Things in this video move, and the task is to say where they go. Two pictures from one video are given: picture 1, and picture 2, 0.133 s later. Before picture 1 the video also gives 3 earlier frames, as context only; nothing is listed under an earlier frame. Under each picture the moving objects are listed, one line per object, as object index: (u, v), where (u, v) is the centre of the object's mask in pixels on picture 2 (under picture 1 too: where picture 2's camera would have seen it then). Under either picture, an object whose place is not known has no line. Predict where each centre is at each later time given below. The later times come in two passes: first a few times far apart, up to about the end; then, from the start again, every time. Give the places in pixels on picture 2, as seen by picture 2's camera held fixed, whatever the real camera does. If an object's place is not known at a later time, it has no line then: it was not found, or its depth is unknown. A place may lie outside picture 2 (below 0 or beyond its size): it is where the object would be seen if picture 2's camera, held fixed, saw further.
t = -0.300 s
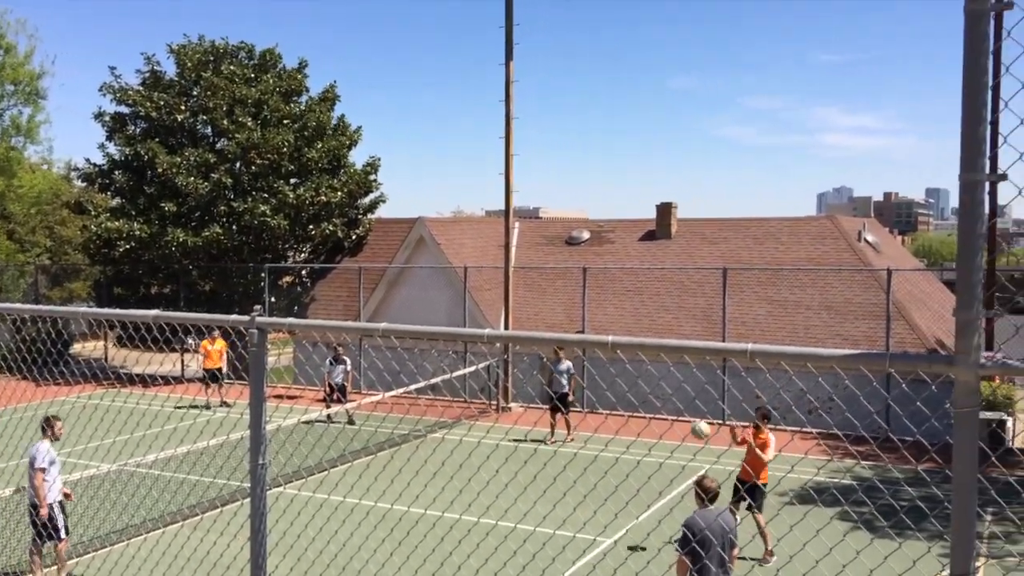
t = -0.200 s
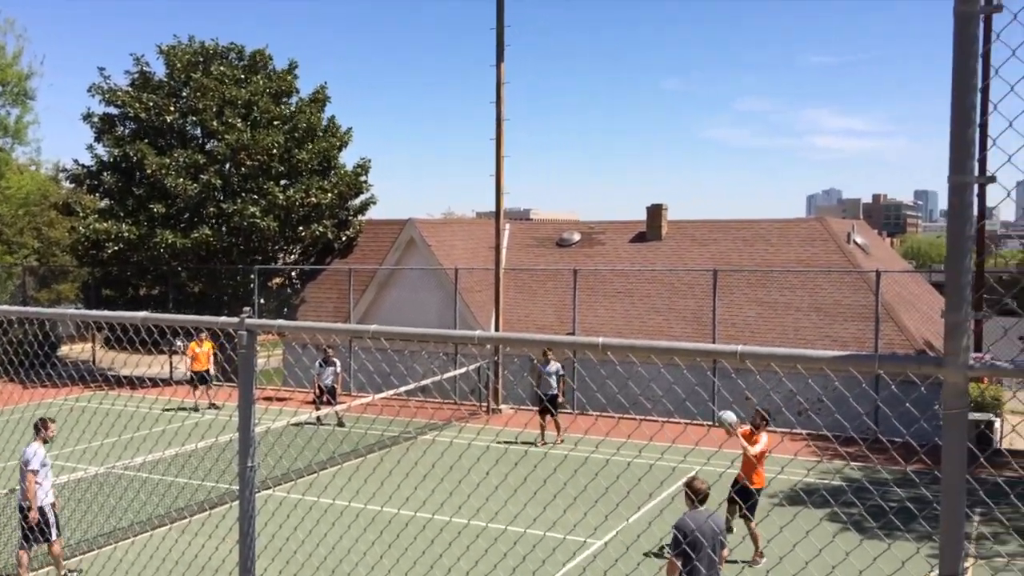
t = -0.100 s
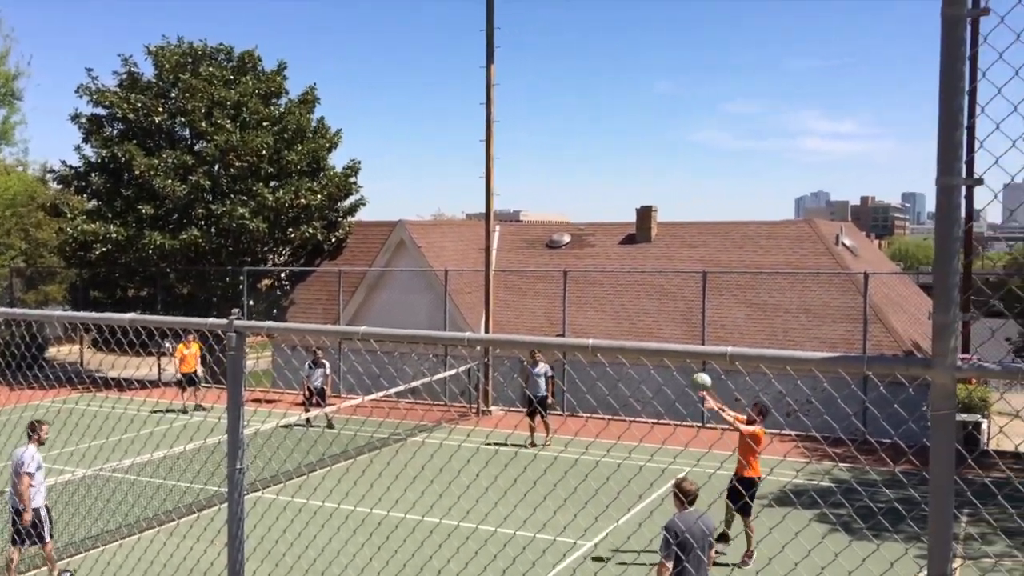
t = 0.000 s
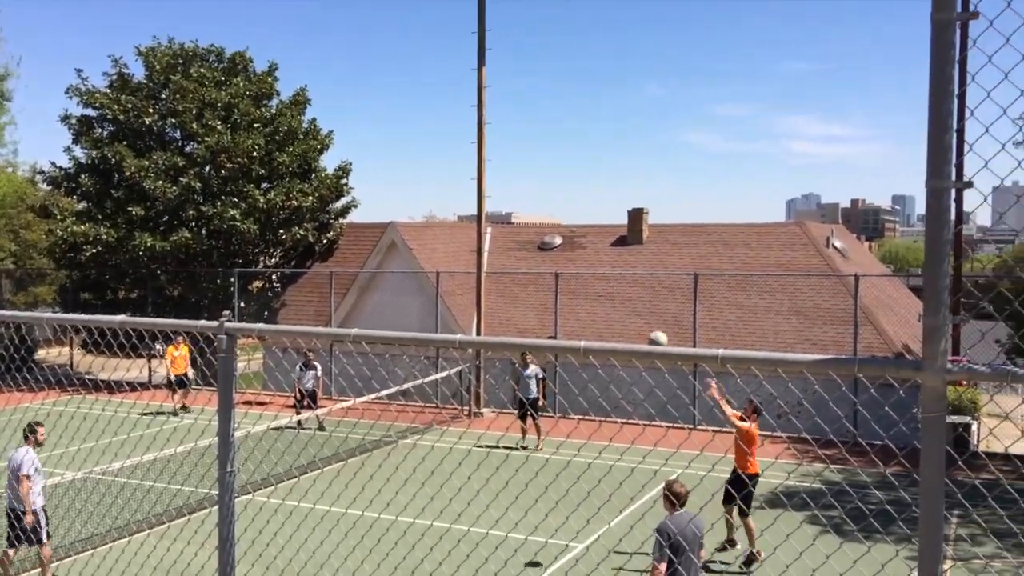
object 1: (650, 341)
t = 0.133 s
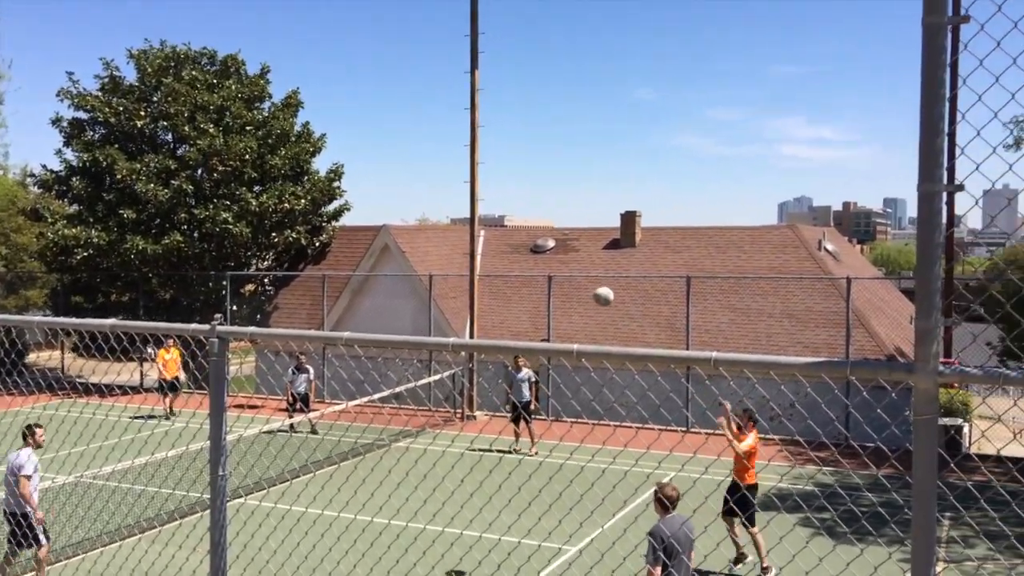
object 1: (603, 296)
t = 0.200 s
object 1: (579, 278)
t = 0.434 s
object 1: (490, 243)
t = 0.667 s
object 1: (393, 260)
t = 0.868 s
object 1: (304, 319)
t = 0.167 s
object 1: (591, 287)
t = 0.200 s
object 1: (579, 278)
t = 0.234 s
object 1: (567, 271)
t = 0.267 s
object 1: (554, 264)
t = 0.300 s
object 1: (541, 258)
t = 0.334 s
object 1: (528, 252)
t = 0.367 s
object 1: (516, 248)
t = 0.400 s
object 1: (503, 245)
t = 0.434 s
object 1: (490, 243)
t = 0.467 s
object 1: (477, 242)
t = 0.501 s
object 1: (463, 243)
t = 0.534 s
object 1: (449, 244)
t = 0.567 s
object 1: (436, 247)
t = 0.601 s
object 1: (422, 250)
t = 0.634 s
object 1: (407, 254)
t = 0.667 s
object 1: (393, 260)
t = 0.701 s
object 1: (379, 266)
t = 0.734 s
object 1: (364, 274)
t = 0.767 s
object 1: (350, 284)
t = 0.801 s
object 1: (335, 294)
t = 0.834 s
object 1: (320, 306)
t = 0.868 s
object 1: (304, 319)
